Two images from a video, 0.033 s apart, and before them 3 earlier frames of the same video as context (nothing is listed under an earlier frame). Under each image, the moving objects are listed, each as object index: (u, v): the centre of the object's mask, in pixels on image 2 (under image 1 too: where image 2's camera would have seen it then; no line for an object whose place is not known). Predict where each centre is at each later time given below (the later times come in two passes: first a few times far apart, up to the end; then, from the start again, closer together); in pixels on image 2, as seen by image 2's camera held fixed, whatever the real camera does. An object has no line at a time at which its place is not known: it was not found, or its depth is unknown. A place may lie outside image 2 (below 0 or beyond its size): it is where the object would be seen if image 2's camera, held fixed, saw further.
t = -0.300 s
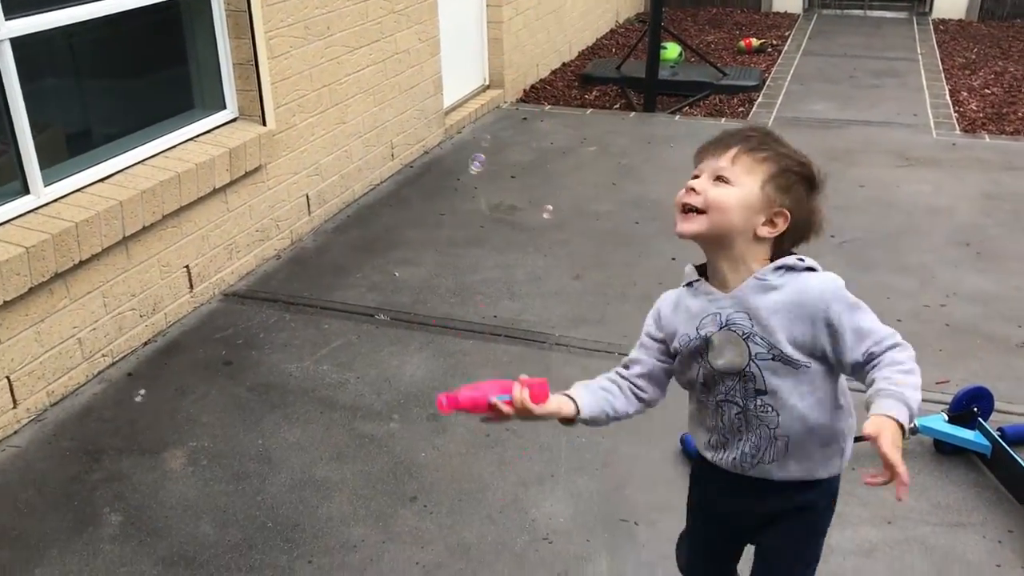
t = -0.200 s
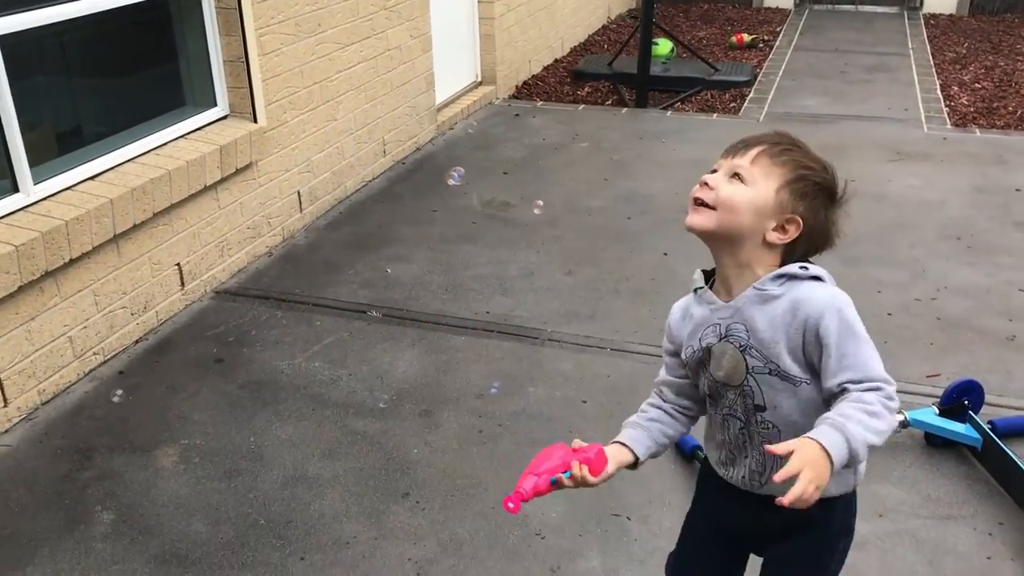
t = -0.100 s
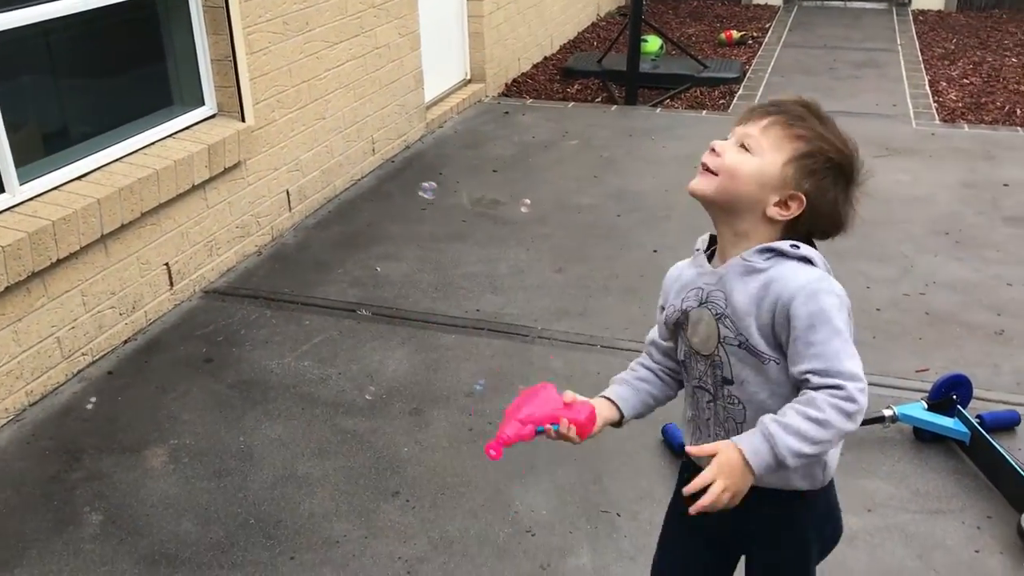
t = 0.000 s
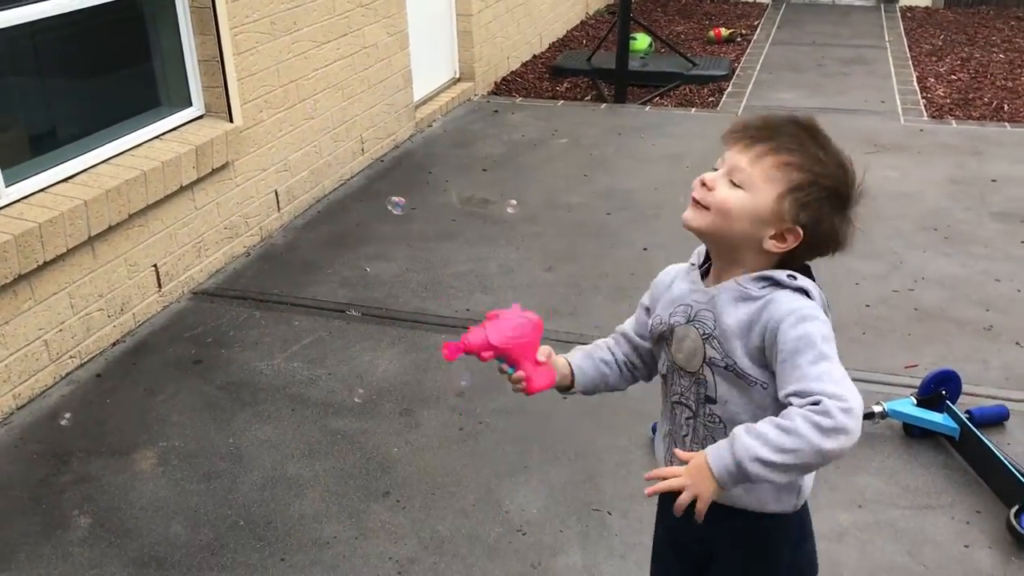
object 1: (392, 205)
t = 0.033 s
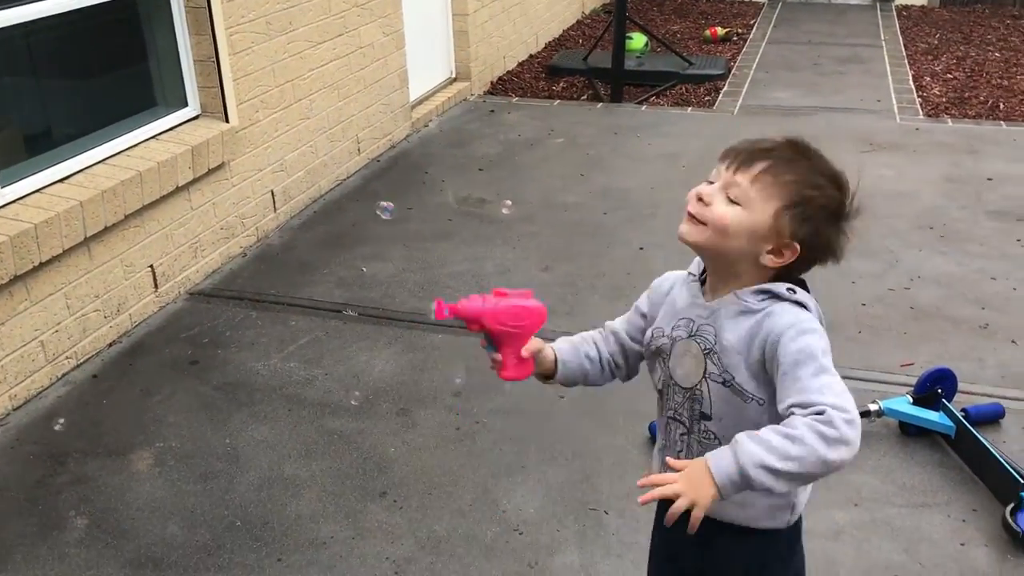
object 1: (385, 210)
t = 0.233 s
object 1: (329, 231)
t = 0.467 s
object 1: (287, 242)
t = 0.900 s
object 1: (278, 253)
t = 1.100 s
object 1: (278, 245)
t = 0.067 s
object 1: (376, 214)
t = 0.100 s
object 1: (368, 219)
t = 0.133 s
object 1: (359, 222)
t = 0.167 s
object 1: (348, 226)
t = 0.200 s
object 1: (338, 229)
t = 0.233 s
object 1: (329, 231)
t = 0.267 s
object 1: (320, 232)
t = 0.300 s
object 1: (312, 234)
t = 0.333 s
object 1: (305, 235)
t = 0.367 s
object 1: (298, 236)
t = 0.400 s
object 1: (294, 238)
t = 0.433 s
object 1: (290, 240)
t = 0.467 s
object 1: (287, 242)
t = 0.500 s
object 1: (286, 244)
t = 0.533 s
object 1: (284, 246)
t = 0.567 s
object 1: (283, 248)
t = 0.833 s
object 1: (279, 254)
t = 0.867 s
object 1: (279, 254)
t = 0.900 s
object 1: (278, 253)
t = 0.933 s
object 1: (278, 252)
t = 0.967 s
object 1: (277, 250)
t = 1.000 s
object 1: (277, 249)
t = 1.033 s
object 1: (277, 247)
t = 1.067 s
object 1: (278, 247)
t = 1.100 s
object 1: (278, 245)
